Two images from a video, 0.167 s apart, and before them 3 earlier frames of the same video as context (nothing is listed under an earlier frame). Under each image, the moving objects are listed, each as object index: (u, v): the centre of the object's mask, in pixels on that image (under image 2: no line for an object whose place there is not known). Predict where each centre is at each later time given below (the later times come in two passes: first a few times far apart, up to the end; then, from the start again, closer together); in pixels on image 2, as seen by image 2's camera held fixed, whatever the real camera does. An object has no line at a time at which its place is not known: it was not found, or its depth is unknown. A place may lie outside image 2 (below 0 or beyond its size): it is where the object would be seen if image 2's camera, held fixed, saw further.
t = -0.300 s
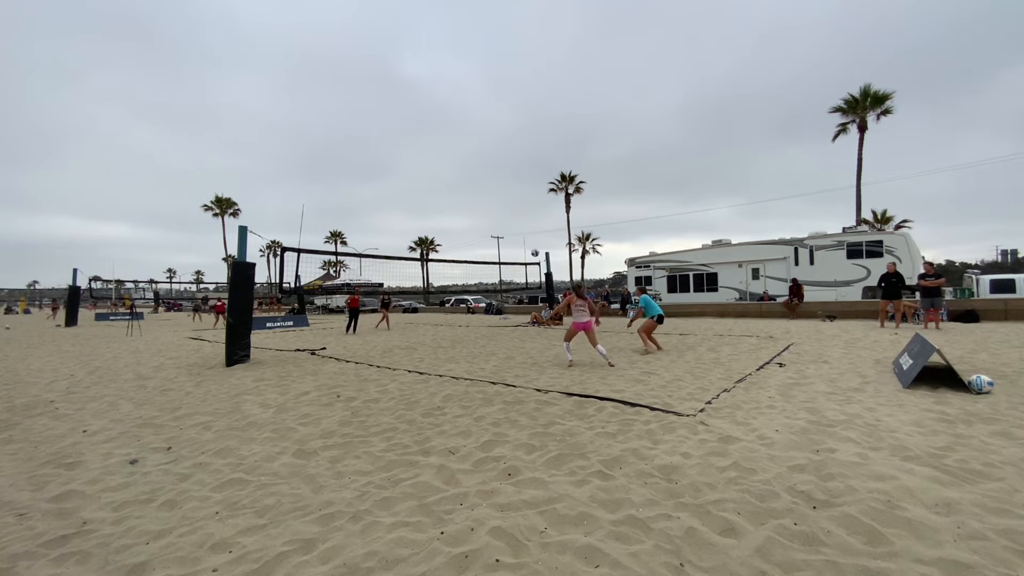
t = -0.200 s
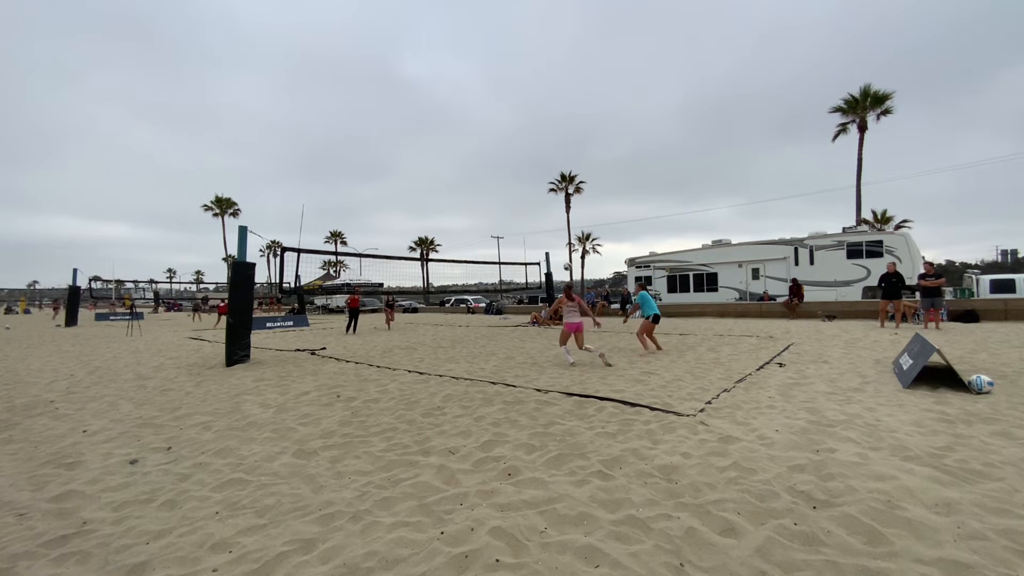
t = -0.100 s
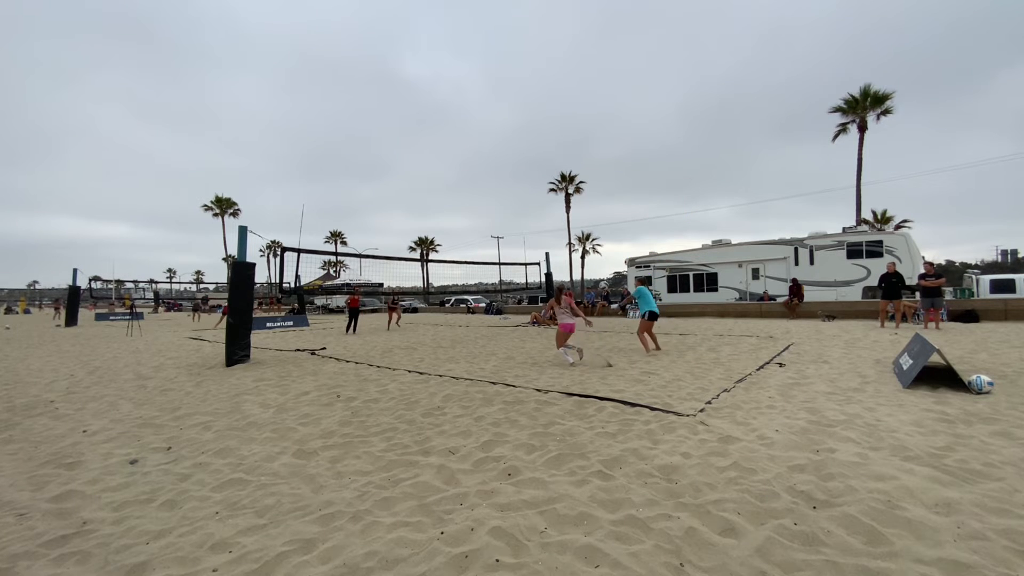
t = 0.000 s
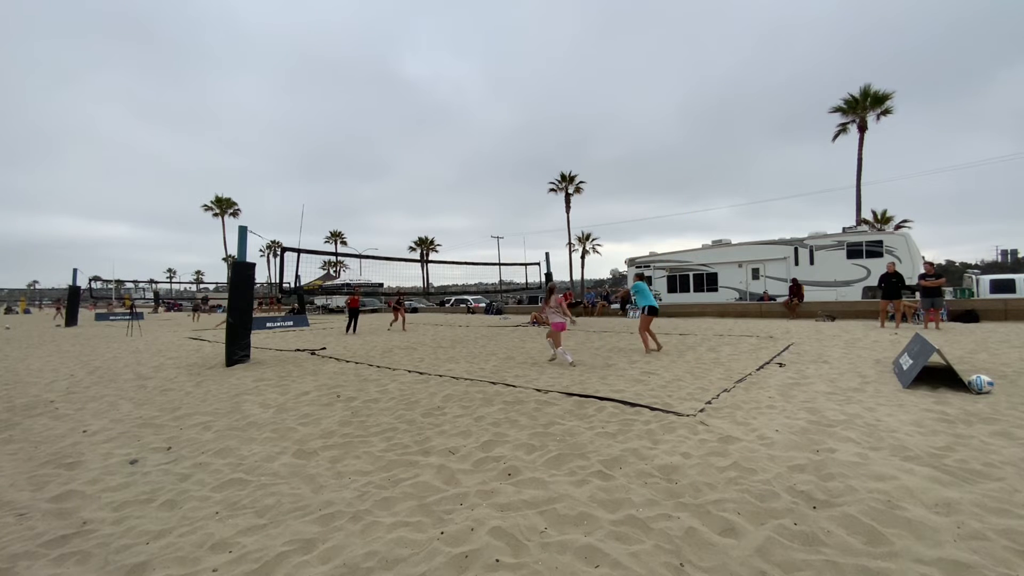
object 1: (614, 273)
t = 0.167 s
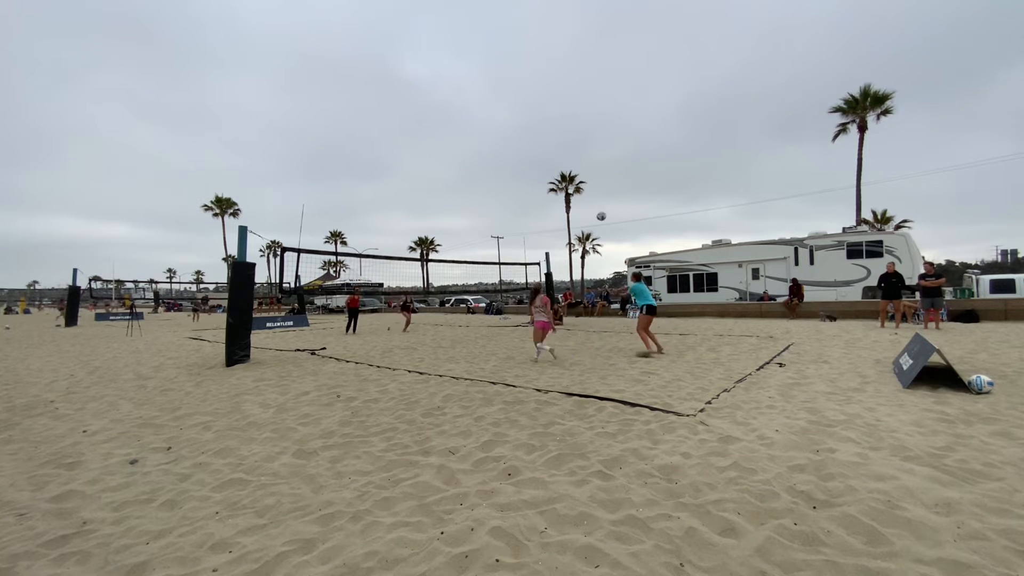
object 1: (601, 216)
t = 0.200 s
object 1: (598, 206)
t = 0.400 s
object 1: (585, 160)
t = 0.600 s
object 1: (574, 132)
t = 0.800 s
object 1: (564, 122)
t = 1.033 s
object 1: (553, 130)
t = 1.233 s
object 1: (544, 154)
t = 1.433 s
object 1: (535, 192)
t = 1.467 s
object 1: (534, 200)
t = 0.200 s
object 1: (598, 206)
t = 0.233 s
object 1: (596, 197)
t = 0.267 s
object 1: (594, 189)
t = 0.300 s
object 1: (592, 181)
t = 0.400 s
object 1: (585, 160)
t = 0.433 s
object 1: (583, 154)
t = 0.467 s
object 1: (581, 149)
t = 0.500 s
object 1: (580, 144)
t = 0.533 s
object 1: (578, 140)
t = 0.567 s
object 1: (576, 136)
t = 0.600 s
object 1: (574, 132)
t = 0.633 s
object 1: (572, 130)
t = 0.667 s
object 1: (570, 127)
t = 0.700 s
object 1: (569, 125)
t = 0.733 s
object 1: (567, 124)
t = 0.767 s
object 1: (565, 123)
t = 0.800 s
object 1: (564, 122)
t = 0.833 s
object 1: (562, 122)
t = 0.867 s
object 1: (561, 122)
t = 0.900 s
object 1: (559, 123)
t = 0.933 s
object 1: (557, 124)
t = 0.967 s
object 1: (556, 126)
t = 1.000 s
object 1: (554, 128)
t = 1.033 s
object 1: (553, 130)
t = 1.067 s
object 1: (551, 133)
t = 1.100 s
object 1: (550, 137)
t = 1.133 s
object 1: (548, 140)
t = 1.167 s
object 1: (547, 144)
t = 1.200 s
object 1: (545, 149)
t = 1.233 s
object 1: (544, 154)
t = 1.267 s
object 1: (542, 159)
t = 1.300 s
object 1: (541, 165)
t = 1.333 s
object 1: (539, 171)
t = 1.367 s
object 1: (538, 178)
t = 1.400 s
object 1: (537, 185)
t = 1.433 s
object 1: (535, 192)
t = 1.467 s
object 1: (534, 200)
